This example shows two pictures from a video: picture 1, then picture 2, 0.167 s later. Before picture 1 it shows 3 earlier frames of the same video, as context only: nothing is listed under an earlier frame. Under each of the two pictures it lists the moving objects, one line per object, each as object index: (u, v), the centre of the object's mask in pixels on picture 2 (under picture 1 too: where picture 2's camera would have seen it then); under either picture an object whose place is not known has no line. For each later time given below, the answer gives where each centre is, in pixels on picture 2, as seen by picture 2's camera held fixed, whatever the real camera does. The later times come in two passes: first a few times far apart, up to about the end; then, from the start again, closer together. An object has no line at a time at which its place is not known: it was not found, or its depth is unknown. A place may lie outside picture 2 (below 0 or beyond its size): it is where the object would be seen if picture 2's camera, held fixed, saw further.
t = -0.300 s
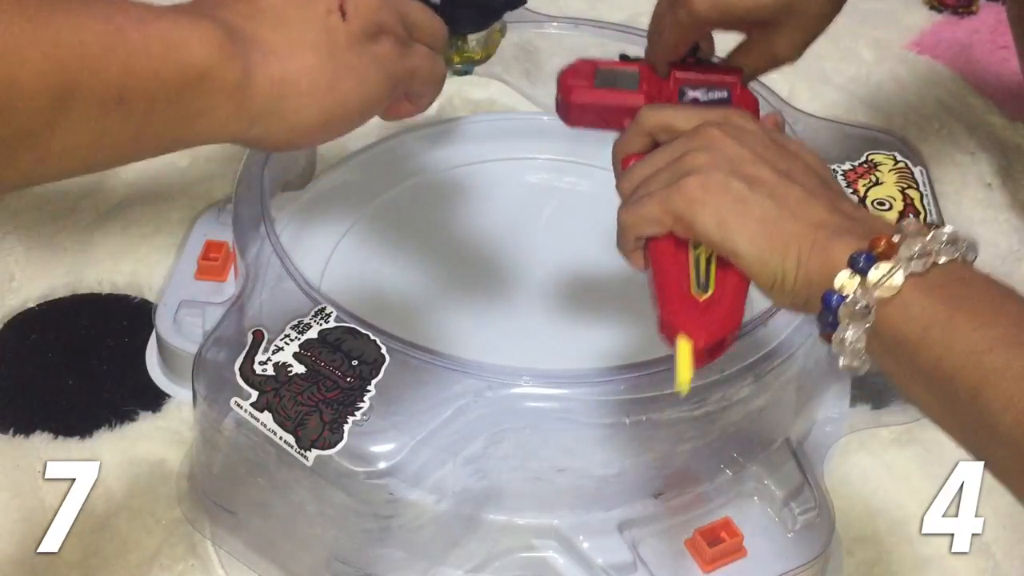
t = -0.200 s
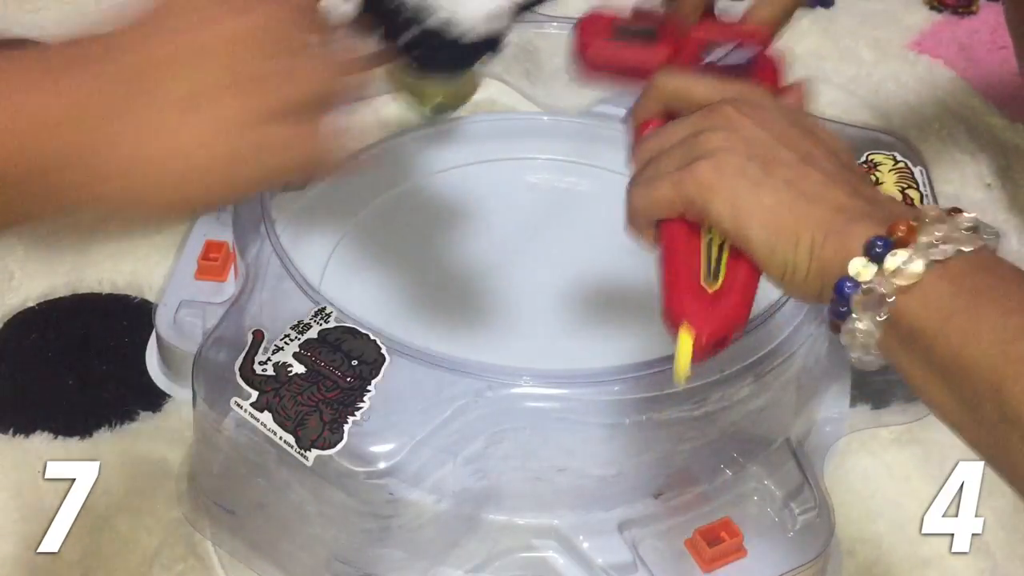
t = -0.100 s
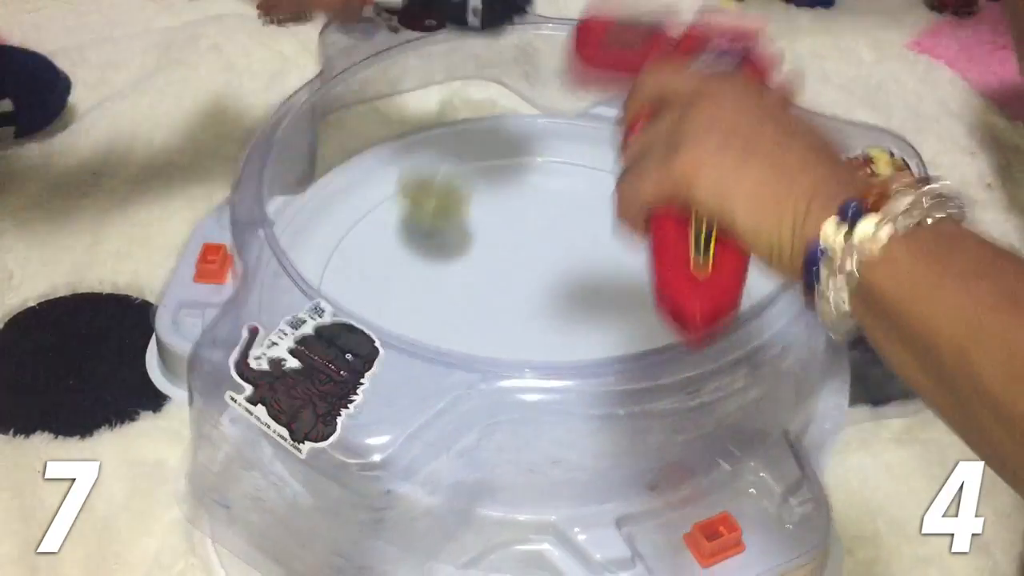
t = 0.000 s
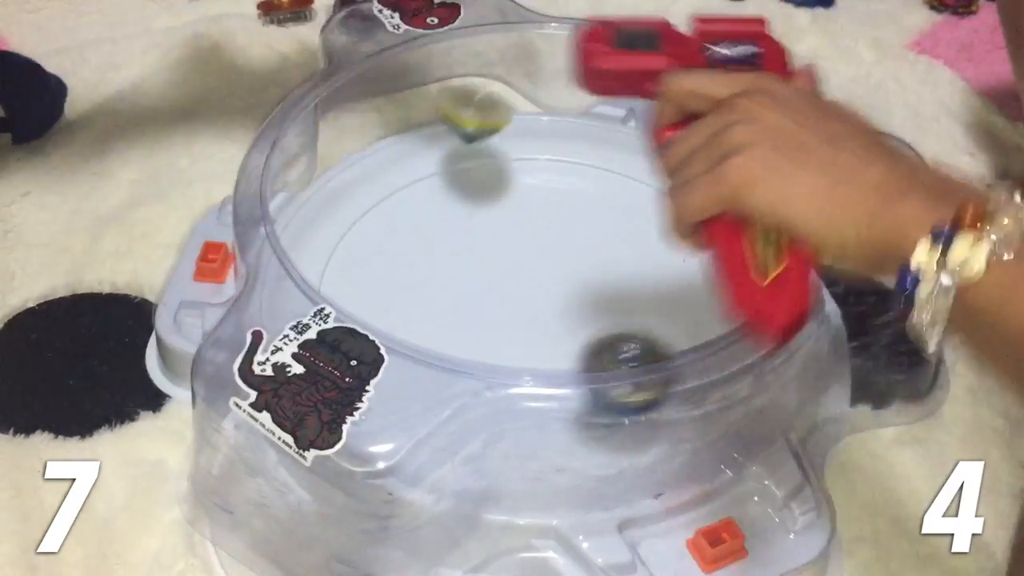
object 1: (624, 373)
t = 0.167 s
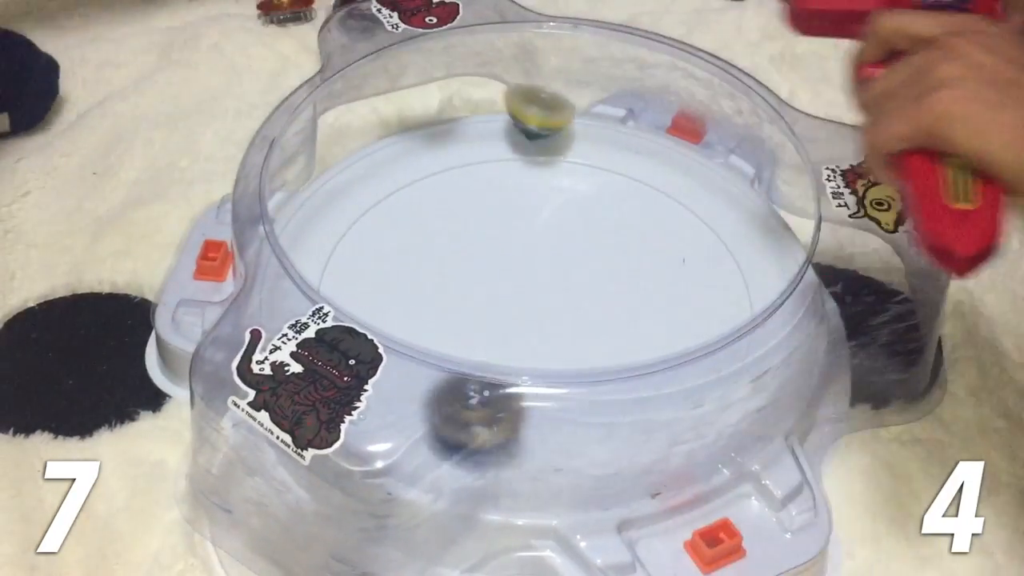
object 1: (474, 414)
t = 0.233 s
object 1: (447, 390)
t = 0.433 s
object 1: (480, 311)
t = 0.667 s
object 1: (470, 279)
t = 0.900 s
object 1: (476, 326)
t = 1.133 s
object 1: (570, 328)
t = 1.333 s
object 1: (576, 242)
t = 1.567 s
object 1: (481, 198)
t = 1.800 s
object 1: (567, 267)
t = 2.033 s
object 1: (582, 289)
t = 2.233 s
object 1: (616, 192)
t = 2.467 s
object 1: (487, 158)
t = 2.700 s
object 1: (418, 307)
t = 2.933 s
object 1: (683, 383)
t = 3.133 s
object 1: (772, 231)
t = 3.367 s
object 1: (592, 192)
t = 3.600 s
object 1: (386, 270)
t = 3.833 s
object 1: (487, 429)
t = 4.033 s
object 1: (712, 358)
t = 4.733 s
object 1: (400, 381)
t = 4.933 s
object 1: (604, 410)
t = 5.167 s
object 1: (672, 256)
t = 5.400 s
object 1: (497, 165)
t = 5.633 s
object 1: (348, 240)
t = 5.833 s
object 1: (416, 362)
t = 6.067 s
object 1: (627, 341)
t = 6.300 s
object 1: (640, 219)
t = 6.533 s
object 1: (490, 167)
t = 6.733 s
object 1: (397, 256)
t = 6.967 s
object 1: (511, 374)
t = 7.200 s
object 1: (671, 311)
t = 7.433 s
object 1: (623, 204)
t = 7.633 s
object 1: (501, 199)
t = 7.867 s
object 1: (453, 289)
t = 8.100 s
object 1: (552, 353)
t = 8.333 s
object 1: (641, 333)
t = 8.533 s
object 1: (608, 279)
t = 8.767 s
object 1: (595, 290)
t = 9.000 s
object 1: (564, 312)
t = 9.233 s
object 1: (537, 328)
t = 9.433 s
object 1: (544, 342)
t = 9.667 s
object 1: (546, 330)
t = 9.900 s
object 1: (527, 307)
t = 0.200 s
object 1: (457, 401)
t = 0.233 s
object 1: (447, 390)
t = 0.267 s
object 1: (442, 377)
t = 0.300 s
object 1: (445, 364)
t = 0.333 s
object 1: (453, 339)
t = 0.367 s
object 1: (458, 332)
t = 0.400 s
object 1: (467, 324)
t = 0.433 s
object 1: (480, 311)
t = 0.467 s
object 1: (489, 300)
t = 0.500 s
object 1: (485, 291)
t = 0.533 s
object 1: (482, 285)
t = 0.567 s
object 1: (480, 280)
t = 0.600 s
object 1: (476, 278)
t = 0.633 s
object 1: (473, 278)
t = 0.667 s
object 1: (470, 279)
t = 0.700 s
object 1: (467, 283)
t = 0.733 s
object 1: (464, 287)
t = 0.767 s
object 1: (462, 293)
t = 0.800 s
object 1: (462, 300)
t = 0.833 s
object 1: (465, 308)
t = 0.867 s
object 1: (470, 317)
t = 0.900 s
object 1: (476, 326)
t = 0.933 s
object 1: (485, 332)
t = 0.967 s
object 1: (497, 337)
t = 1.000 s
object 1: (510, 340)
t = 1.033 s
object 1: (524, 342)
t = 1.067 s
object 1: (540, 342)
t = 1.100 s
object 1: (555, 338)
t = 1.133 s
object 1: (570, 328)
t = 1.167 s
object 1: (581, 315)
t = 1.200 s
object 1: (588, 300)
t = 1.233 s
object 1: (590, 284)
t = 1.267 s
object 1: (589, 270)
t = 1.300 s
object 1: (585, 256)
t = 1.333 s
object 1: (576, 242)
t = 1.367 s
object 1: (563, 229)
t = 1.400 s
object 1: (547, 217)
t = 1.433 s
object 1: (529, 208)
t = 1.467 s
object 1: (509, 200)
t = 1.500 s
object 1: (490, 195)
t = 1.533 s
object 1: (471, 194)
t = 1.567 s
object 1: (481, 198)
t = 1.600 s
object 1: (499, 206)
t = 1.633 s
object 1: (516, 216)
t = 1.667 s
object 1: (531, 227)
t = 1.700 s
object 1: (543, 237)
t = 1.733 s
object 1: (554, 248)
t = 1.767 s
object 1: (562, 259)
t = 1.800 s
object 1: (567, 267)
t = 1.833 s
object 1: (571, 274)
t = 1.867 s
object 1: (574, 280)
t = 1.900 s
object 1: (576, 285)
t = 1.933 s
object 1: (577, 288)
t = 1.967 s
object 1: (578, 291)
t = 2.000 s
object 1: (579, 291)
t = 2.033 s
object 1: (582, 289)
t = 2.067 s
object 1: (597, 276)
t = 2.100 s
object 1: (610, 259)
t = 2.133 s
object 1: (619, 242)
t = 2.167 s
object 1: (623, 224)
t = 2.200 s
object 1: (622, 207)
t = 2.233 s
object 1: (616, 192)
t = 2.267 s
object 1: (607, 176)
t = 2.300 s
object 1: (594, 165)
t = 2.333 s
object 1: (578, 157)
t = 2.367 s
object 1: (559, 151)
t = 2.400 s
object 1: (536, 150)
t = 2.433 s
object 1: (513, 151)
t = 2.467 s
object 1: (487, 158)
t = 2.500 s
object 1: (462, 169)
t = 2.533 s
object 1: (441, 182)
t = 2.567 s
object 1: (423, 203)
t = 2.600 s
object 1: (411, 224)
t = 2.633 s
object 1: (406, 250)
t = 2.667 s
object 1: (407, 276)
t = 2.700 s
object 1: (418, 307)
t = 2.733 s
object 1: (439, 332)
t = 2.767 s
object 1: (466, 359)
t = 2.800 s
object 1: (502, 380)
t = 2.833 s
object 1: (543, 391)
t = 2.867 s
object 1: (590, 395)
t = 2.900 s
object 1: (638, 395)
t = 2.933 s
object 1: (683, 383)
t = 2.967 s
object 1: (721, 366)
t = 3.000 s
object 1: (742, 337)
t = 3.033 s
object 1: (759, 310)
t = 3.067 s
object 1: (769, 283)
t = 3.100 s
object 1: (769, 255)
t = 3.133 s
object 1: (772, 231)
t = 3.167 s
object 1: (766, 207)
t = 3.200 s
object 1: (745, 197)
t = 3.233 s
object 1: (718, 193)
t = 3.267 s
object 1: (687, 193)
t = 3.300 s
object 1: (657, 192)
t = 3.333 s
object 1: (627, 192)
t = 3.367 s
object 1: (592, 192)
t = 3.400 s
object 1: (560, 196)
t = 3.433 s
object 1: (525, 201)
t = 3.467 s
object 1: (490, 211)
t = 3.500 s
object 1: (459, 221)
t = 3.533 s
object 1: (429, 235)
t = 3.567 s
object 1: (405, 251)
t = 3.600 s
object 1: (386, 270)
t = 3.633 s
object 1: (374, 292)
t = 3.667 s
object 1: (377, 308)
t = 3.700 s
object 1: (390, 334)
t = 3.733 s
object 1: (401, 374)
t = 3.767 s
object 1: (413, 398)
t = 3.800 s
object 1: (446, 417)
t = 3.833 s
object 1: (487, 429)
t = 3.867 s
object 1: (534, 435)
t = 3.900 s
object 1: (581, 431)
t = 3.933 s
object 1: (623, 418)
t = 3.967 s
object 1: (660, 404)
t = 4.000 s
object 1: (692, 382)
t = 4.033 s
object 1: (712, 358)
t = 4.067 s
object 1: (724, 335)
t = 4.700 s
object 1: (385, 344)
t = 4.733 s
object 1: (400, 381)
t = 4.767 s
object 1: (416, 397)
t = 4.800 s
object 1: (453, 410)
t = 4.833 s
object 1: (489, 424)
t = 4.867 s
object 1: (530, 425)
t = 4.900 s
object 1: (568, 423)
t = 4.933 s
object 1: (604, 410)
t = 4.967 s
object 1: (634, 396)
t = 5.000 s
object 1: (662, 375)
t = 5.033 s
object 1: (680, 358)
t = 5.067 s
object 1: (686, 325)
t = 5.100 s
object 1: (691, 305)
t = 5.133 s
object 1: (685, 280)
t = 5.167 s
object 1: (672, 256)
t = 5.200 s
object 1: (656, 234)
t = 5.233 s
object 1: (634, 214)
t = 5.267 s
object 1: (609, 198)
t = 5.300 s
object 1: (583, 185)
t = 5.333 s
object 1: (555, 175)
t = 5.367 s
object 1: (525, 168)
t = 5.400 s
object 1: (497, 165)
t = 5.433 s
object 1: (469, 165)
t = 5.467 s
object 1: (440, 170)
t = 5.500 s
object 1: (414, 179)
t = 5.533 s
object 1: (391, 189)
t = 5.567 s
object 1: (371, 204)
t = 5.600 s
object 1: (357, 221)
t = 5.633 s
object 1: (348, 240)
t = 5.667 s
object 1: (344, 260)
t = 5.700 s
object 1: (348, 278)
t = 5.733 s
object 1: (358, 297)
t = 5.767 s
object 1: (374, 313)
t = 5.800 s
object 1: (398, 341)
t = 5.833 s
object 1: (416, 362)
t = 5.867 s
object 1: (442, 375)
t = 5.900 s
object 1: (478, 384)
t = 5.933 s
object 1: (512, 386)
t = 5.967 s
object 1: (544, 383)
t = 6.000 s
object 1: (576, 375)
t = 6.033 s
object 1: (605, 361)
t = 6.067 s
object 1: (627, 341)
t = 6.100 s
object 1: (646, 326)
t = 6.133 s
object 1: (659, 306)
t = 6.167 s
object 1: (664, 286)
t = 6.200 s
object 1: (664, 268)
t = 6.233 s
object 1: (660, 252)
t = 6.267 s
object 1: (651, 235)
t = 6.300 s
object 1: (640, 219)
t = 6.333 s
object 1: (625, 204)
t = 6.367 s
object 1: (608, 192)
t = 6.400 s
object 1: (588, 181)
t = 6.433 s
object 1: (565, 173)
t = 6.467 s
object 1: (539, 167)
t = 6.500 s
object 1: (514, 165)
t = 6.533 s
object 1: (490, 167)
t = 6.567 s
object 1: (468, 174)
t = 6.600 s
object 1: (446, 185)
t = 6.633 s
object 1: (428, 199)
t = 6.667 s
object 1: (412, 216)
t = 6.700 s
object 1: (402, 236)
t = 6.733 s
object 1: (397, 256)
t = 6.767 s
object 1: (398, 276)
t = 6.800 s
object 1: (404, 298)
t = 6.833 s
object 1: (418, 315)
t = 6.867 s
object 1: (436, 334)
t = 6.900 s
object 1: (459, 353)
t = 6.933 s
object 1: (484, 360)
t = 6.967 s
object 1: (511, 374)
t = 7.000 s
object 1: (540, 376)
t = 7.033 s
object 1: (566, 371)
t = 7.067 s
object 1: (595, 364)
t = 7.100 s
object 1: (621, 355)
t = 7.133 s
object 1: (641, 338)
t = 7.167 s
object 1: (658, 325)
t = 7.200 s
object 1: (671, 311)
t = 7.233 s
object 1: (677, 291)
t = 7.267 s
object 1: (679, 273)
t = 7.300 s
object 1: (675, 256)
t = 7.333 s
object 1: (667, 241)
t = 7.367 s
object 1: (654, 226)
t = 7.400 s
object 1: (640, 214)
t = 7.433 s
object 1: (623, 204)
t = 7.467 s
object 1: (603, 196)
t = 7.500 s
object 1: (583, 191)
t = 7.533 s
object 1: (561, 189)
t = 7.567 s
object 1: (539, 190)
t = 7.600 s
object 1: (519, 193)
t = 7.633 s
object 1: (501, 199)
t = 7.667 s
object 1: (486, 208)
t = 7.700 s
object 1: (473, 219)
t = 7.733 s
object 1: (462, 232)
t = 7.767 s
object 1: (453, 246)
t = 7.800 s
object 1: (449, 260)
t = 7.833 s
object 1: (449, 275)
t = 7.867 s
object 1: (453, 289)
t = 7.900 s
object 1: (458, 303)
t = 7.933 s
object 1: (468, 317)
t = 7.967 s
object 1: (481, 329)
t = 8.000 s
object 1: (497, 337)
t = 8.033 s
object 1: (513, 352)
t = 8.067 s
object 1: (531, 351)
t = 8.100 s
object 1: (552, 353)
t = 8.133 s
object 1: (573, 352)
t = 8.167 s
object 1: (590, 360)
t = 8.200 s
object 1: (603, 361)
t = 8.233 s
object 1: (615, 358)
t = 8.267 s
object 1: (624, 345)
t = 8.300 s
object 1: (633, 340)
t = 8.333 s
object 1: (641, 333)
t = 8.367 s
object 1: (645, 325)
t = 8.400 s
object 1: (644, 314)
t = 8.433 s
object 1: (638, 304)
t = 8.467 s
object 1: (631, 294)
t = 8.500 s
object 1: (620, 286)
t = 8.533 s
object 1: (608, 279)
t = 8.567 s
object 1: (601, 277)
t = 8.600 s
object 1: (607, 281)
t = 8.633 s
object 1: (608, 284)
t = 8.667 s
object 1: (606, 285)
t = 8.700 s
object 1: (603, 287)
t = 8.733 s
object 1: (599, 288)
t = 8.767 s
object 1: (595, 290)
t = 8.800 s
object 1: (590, 292)
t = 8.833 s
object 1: (586, 296)
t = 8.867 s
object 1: (581, 298)
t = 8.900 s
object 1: (576, 301)
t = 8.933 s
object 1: (572, 305)
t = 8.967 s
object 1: (568, 308)
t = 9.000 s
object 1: (564, 312)
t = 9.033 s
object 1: (560, 315)
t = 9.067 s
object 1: (556, 317)
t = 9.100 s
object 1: (553, 320)
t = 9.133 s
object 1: (549, 322)
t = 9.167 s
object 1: (545, 324)
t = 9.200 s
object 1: (541, 326)
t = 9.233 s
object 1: (537, 328)
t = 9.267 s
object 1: (534, 330)
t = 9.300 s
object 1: (532, 333)
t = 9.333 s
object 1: (534, 337)
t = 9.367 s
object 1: (538, 340)
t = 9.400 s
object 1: (541, 341)
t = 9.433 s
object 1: (544, 342)
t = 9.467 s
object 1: (547, 341)
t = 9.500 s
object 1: (549, 340)
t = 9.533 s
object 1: (550, 337)
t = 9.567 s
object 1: (550, 333)
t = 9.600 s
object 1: (549, 330)
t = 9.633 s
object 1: (547, 330)
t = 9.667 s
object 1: (546, 330)
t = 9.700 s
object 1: (545, 329)
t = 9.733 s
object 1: (543, 327)
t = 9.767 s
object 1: (541, 324)
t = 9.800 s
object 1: (538, 320)
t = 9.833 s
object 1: (535, 316)
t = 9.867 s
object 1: (531, 311)
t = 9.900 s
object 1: (527, 307)
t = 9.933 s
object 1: (523, 302)
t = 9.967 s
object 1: (518, 299)
